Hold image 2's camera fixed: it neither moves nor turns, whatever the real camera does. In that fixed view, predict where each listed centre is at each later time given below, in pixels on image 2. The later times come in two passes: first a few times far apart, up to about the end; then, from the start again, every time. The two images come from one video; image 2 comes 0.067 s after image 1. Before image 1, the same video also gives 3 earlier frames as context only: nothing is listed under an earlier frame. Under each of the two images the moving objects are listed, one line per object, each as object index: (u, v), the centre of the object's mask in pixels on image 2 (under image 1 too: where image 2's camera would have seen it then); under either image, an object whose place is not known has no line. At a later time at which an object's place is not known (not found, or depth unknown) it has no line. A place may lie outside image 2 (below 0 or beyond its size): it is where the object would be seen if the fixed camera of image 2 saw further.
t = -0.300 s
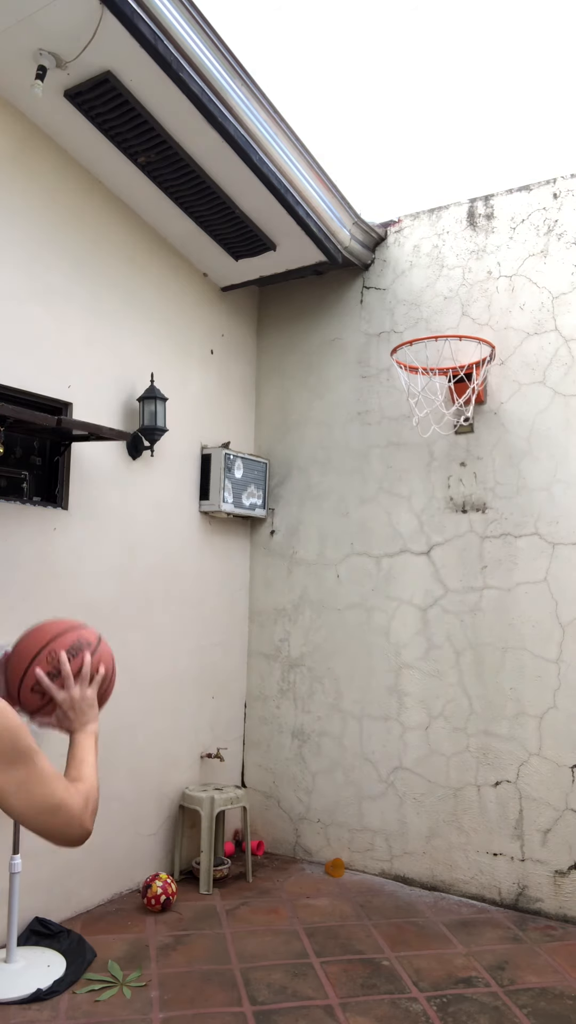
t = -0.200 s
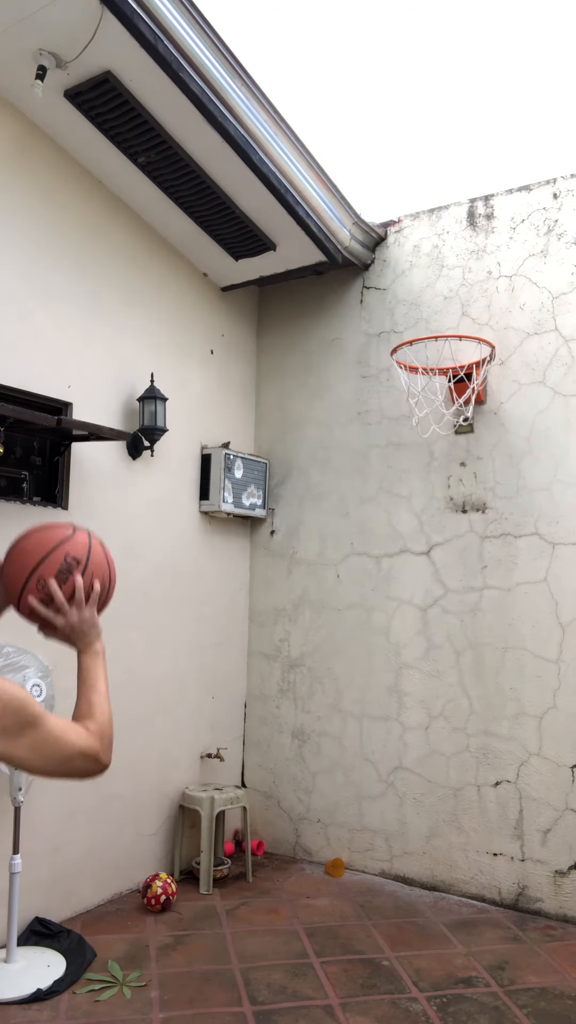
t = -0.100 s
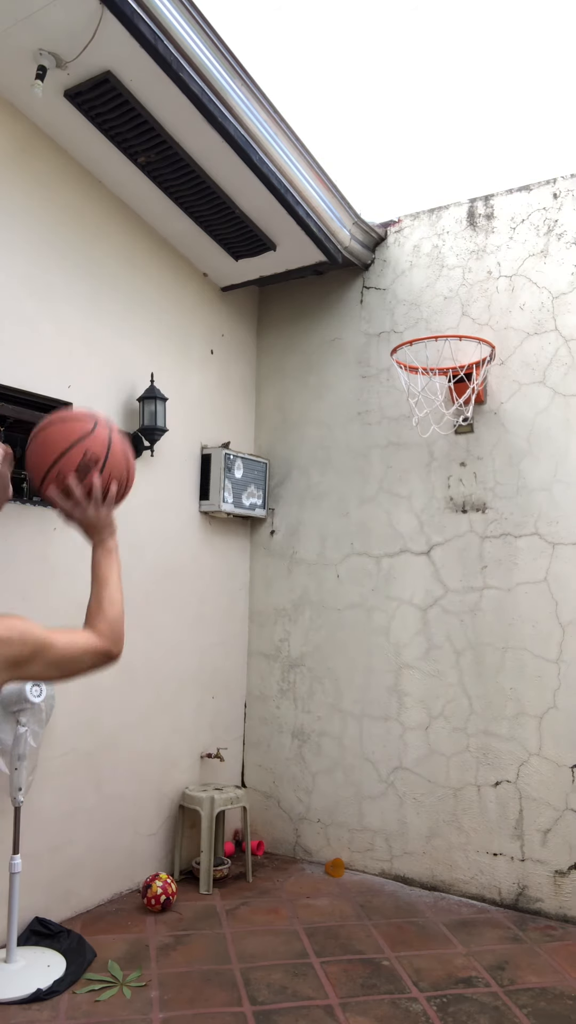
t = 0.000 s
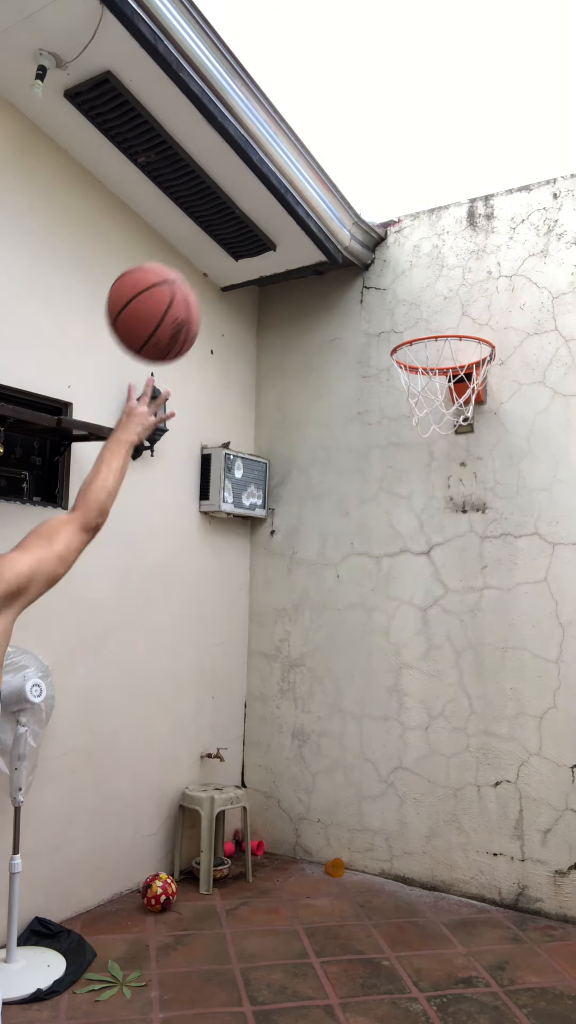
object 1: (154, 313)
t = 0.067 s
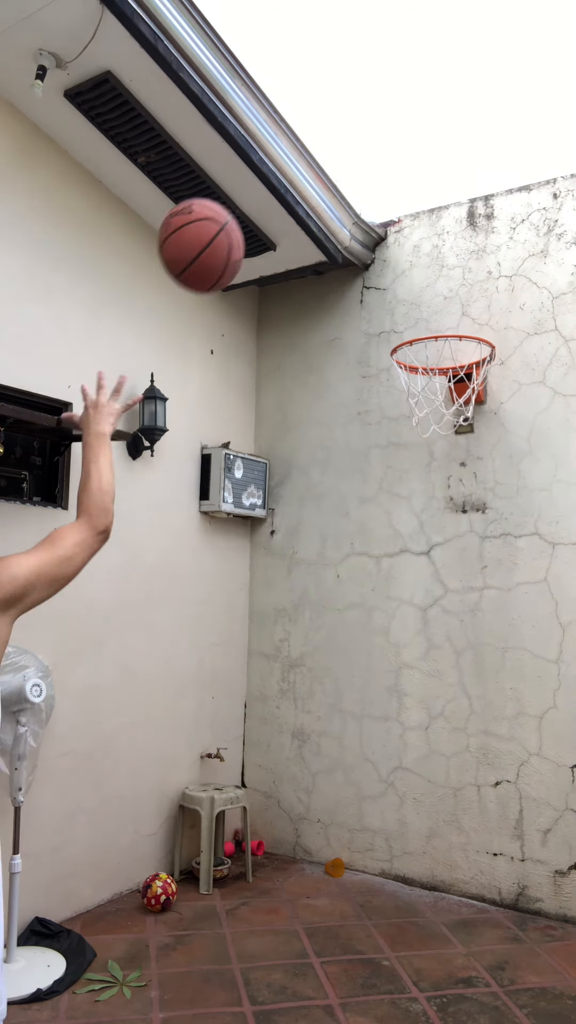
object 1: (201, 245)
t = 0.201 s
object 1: (275, 176)
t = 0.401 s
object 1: (353, 176)
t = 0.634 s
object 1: (416, 279)
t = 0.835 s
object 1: (450, 367)
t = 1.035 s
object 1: (457, 436)
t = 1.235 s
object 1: (464, 549)
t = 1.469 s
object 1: (473, 796)
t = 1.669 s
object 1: (458, 774)
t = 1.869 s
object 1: (428, 630)
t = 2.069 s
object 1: (398, 575)
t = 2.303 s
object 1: (361, 626)
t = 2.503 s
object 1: (325, 784)
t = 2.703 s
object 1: (286, 889)
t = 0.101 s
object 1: (222, 221)
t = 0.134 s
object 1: (241, 202)
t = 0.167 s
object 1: (258, 187)
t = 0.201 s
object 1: (275, 176)
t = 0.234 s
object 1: (290, 169)
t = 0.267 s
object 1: (304, 165)
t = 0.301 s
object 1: (317, 164)
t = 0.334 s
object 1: (330, 165)
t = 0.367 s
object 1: (342, 170)
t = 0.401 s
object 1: (353, 176)
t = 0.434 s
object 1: (363, 185)
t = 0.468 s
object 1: (373, 197)
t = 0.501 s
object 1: (383, 210)
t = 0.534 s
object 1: (392, 225)
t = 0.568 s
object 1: (401, 241)
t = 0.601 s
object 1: (408, 259)
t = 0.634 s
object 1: (416, 279)
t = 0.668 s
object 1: (424, 301)
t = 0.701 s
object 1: (430, 317)
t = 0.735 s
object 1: (435, 328)
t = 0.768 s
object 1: (440, 339)
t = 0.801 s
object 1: (445, 352)
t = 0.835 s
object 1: (450, 367)
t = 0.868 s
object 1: (453, 382)
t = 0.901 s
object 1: (453, 394)
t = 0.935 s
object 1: (455, 408)
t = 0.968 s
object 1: (455, 416)
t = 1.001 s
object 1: (456, 425)
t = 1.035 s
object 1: (457, 436)
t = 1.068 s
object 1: (459, 449)
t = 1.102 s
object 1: (460, 464)
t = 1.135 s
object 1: (461, 482)
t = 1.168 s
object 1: (462, 501)
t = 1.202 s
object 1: (463, 524)
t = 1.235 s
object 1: (464, 549)
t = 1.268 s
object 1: (465, 576)
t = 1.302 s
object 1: (466, 606)
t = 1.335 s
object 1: (468, 638)
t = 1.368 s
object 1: (469, 674)
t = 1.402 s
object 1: (470, 712)
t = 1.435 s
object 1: (472, 753)
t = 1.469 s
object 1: (473, 796)
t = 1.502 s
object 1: (474, 842)
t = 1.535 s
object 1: (475, 893)
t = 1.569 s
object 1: (471, 879)
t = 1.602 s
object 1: (467, 842)
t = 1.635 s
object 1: (462, 807)
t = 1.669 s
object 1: (458, 774)
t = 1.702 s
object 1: (453, 744)
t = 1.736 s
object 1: (448, 716)
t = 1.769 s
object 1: (443, 691)
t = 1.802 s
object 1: (438, 668)
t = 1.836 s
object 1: (433, 648)
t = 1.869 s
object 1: (428, 630)
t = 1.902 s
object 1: (423, 615)
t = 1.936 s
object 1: (419, 602)
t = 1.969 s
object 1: (414, 592)
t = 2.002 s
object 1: (409, 583)
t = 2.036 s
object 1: (403, 578)
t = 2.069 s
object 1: (398, 575)
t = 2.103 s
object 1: (393, 575)
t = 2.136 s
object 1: (388, 577)
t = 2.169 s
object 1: (383, 581)
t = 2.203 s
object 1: (377, 588)
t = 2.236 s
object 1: (372, 598)
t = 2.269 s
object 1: (366, 611)
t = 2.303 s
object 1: (361, 626)
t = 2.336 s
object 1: (355, 644)
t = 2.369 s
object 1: (349, 666)
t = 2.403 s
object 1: (343, 690)
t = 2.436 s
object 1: (337, 718)
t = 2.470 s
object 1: (331, 749)
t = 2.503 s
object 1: (325, 784)
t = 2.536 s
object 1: (318, 822)
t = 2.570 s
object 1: (312, 864)
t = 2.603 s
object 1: (305, 908)
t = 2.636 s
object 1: (297, 956)
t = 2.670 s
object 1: (292, 923)
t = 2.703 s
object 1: (286, 889)
